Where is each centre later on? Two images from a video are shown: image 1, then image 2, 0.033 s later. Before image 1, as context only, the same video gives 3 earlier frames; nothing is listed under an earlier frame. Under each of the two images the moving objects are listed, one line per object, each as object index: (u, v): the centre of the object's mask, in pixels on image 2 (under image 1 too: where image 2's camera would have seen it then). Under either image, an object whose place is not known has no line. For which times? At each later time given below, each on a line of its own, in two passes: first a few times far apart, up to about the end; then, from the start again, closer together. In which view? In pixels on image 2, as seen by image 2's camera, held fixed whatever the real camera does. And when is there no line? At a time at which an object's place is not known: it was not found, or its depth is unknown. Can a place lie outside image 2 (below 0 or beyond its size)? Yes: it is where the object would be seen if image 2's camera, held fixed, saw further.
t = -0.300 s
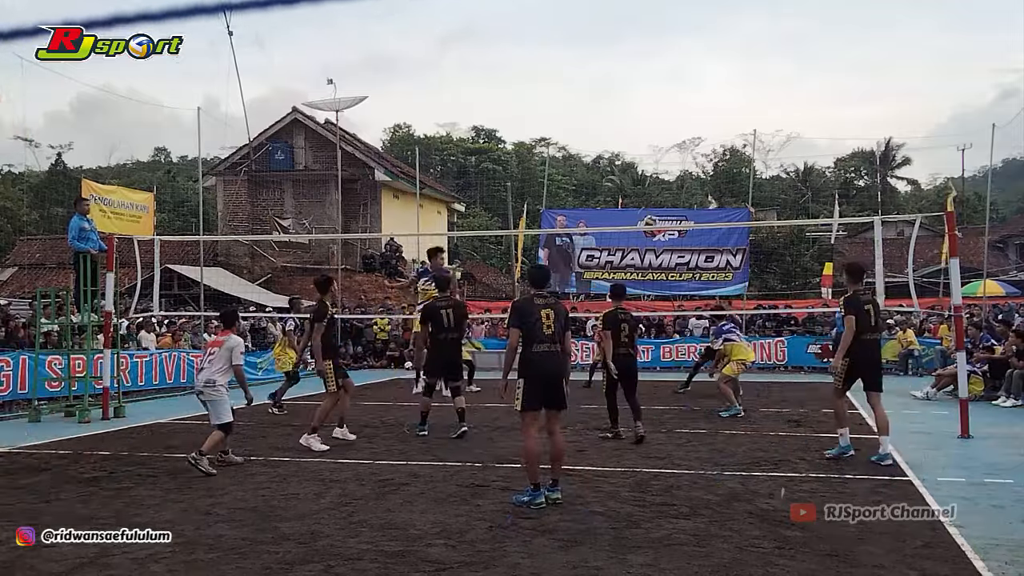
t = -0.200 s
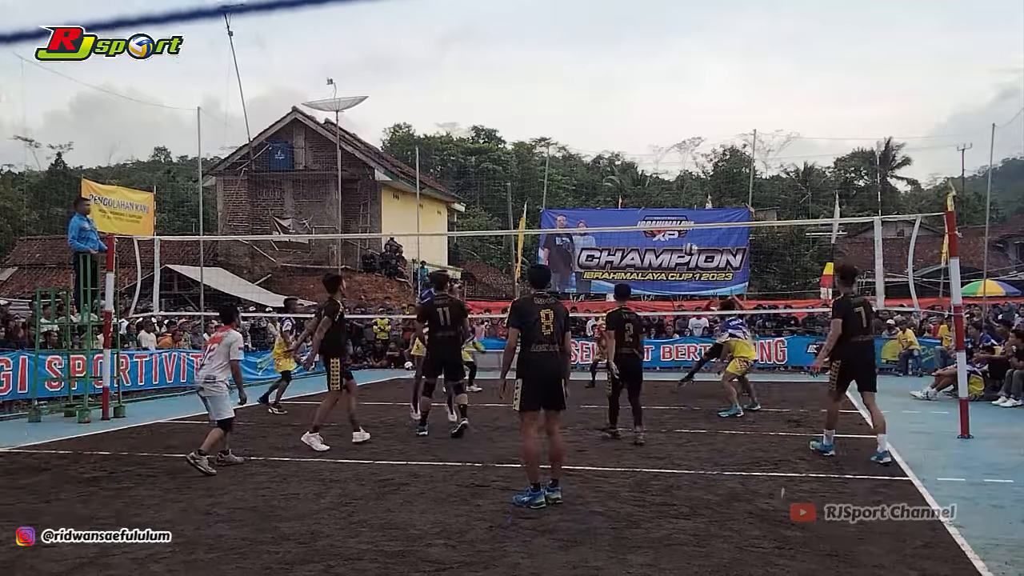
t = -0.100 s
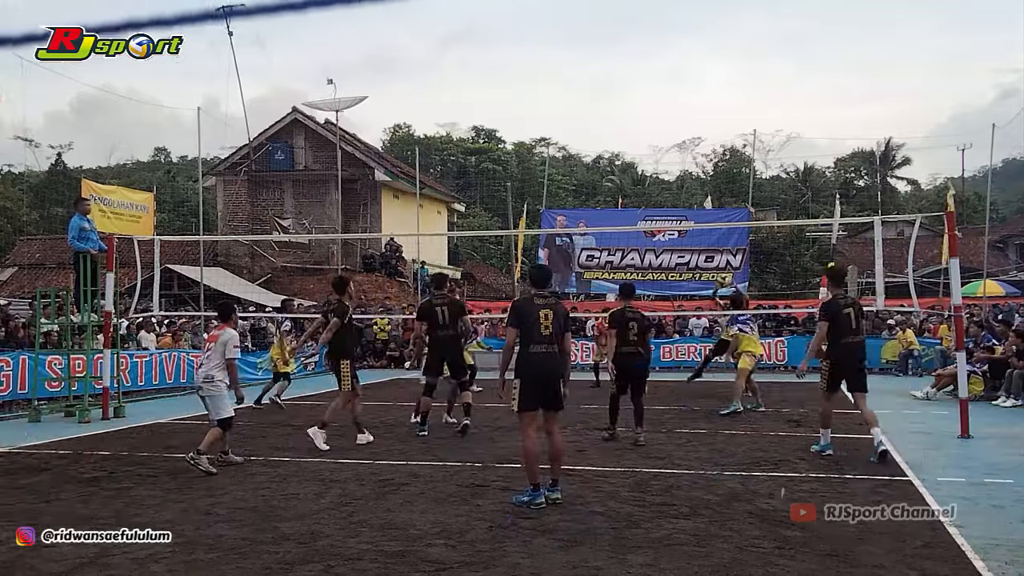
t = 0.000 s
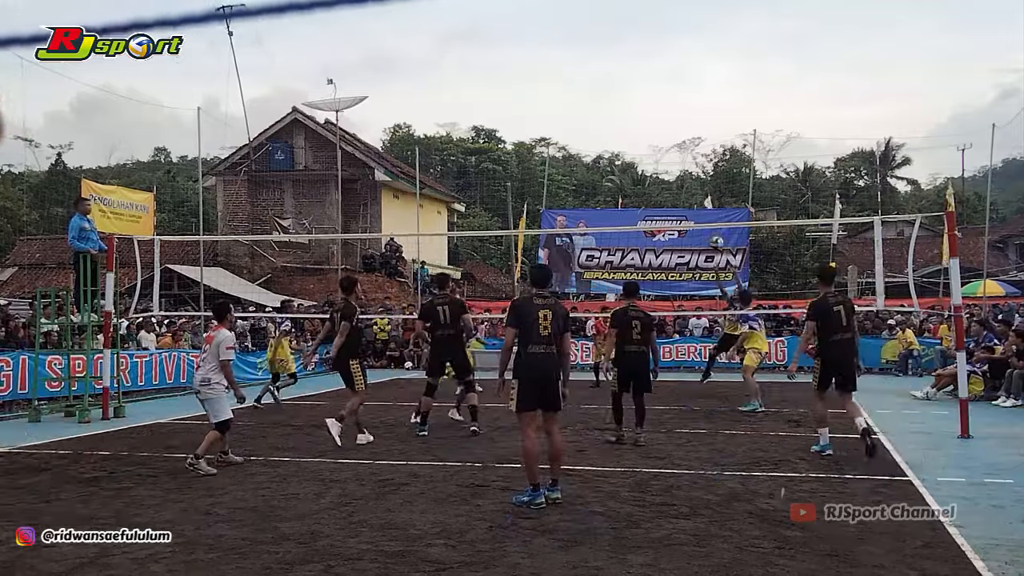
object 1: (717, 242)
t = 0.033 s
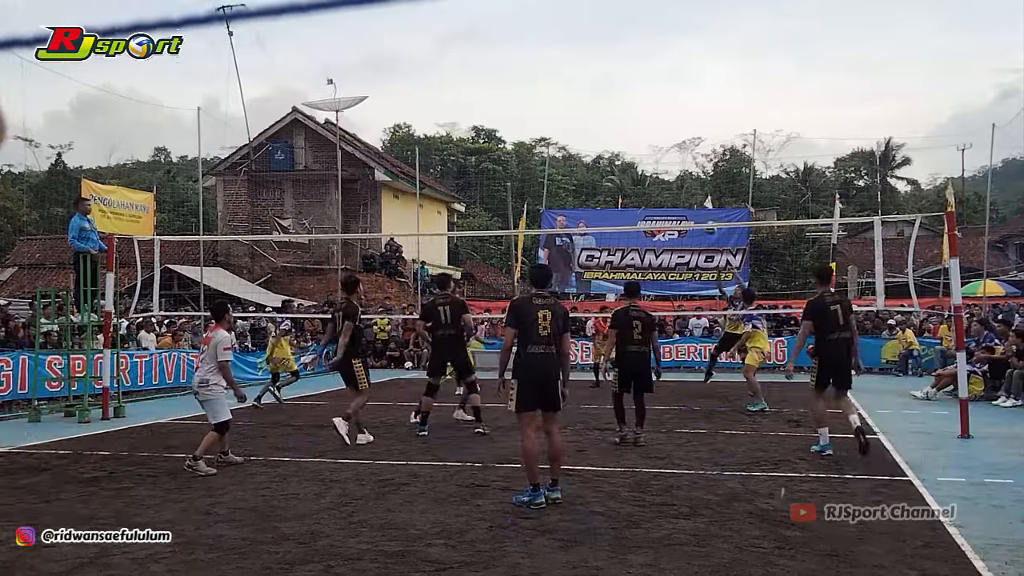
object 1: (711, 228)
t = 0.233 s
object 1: (680, 151)
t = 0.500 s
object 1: (639, 83)
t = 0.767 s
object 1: (600, 57)
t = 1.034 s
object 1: (560, 78)
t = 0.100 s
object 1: (700, 199)
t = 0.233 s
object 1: (680, 151)
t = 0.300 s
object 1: (670, 130)
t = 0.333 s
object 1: (665, 120)
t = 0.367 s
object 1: (659, 111)
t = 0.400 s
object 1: (654, 103)
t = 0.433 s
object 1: (649, 96)
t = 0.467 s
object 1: (644, 89)
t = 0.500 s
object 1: (639, 83)
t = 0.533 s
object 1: (635, 77)
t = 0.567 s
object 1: (630, 72)
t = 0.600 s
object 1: (625, 68)
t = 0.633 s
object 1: (620, 64)
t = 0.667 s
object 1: (615, 62)
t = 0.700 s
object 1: (610, 60)
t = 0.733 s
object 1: (605, 58)
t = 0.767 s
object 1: (600, 57)
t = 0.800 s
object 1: (595, 57)
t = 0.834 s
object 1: (590, 58)
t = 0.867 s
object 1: (585, 59)
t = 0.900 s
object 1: (580, 62)
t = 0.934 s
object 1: (575, 64)
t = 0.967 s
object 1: (570, 68)
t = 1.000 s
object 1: (565, 73)
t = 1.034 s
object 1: (560, 78)
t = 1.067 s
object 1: (555, 84)
